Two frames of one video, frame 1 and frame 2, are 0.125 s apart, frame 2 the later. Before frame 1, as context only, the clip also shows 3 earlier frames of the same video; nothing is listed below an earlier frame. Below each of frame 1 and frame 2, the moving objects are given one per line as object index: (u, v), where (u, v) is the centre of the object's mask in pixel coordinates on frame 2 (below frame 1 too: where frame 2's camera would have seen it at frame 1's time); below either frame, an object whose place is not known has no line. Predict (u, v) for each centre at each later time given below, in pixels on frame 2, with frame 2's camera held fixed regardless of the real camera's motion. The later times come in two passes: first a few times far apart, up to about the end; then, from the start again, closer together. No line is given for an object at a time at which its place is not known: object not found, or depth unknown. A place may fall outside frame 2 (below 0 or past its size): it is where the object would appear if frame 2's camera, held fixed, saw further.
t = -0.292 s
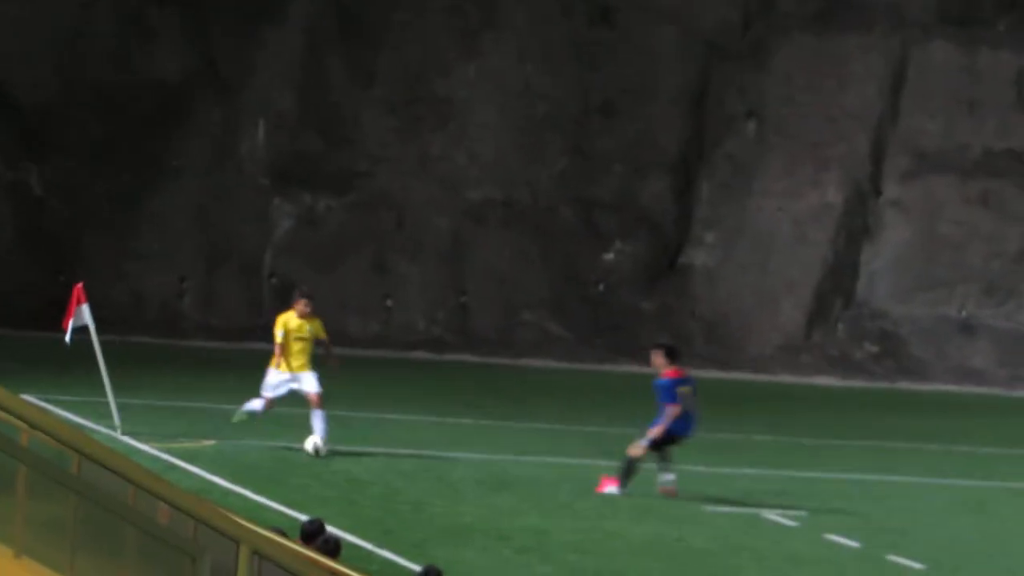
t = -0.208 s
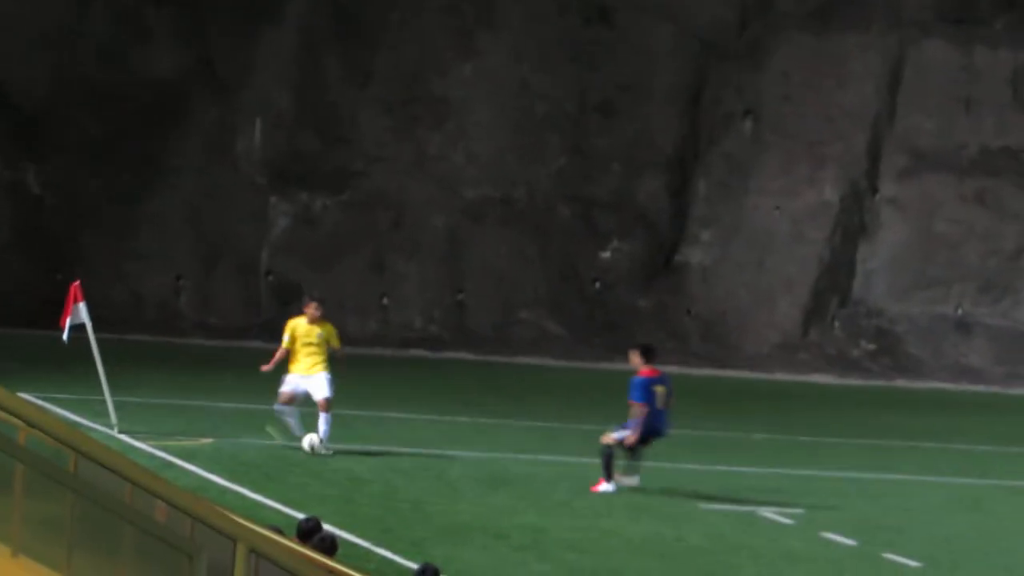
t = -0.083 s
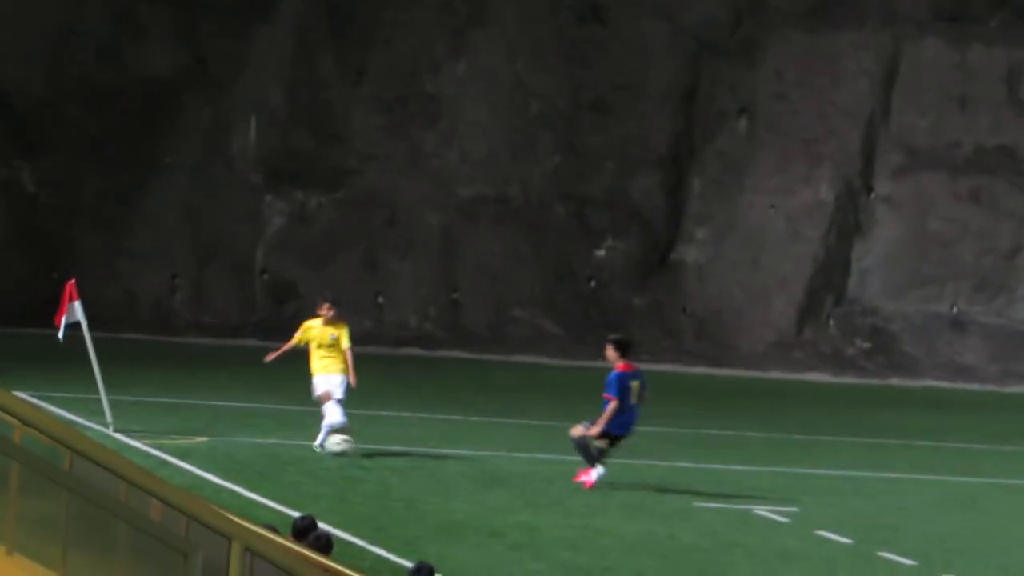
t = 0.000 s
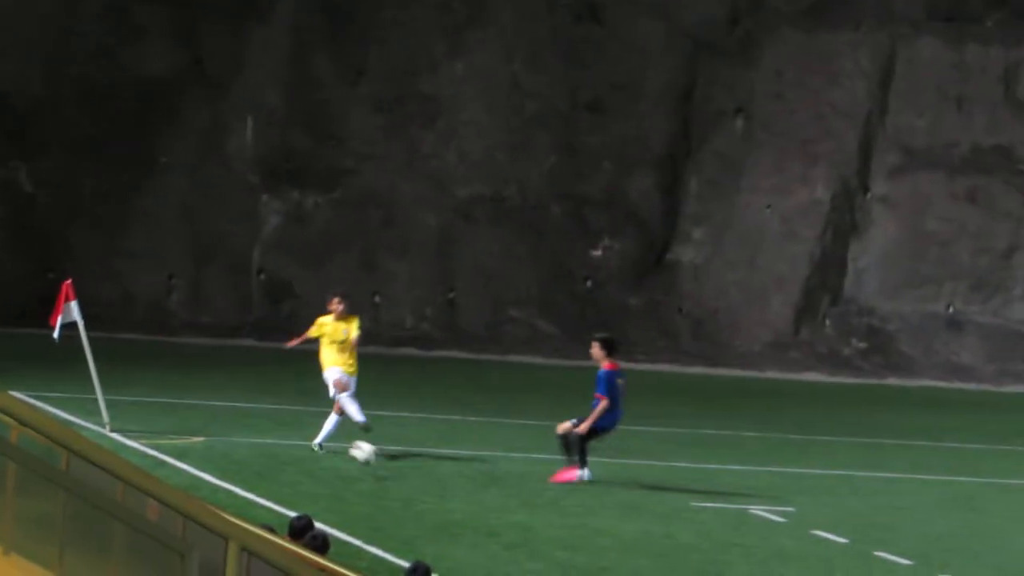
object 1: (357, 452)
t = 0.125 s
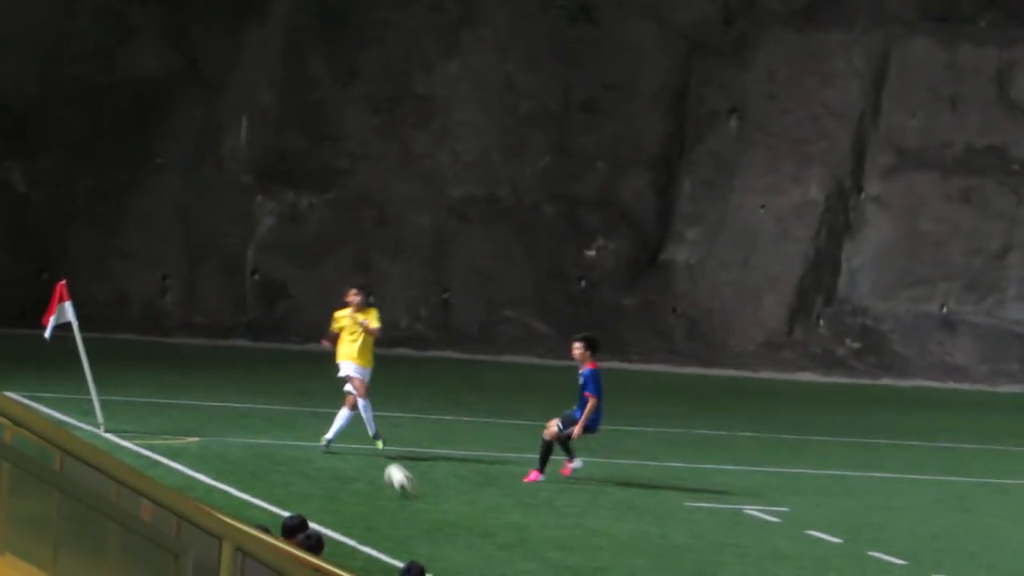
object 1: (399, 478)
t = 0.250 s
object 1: (434, 495)
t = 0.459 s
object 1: (490, 528)
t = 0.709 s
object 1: (546, 559)
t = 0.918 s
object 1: (585, 578)
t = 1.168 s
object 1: (629, 603)
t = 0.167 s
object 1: (411, 489)
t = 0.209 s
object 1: (424, 493)
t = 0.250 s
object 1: (434, 495)
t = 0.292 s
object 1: (446, 499)
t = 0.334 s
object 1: (457, 505)
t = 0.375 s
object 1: (469, 513)
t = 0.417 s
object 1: (479, 522)
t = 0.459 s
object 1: (490, 528)
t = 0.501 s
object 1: (500, 532)
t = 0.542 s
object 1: (509, 538)
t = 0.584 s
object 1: (519, 545)
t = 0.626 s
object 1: (529, 550)
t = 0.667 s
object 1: (537, 554)
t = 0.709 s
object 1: (546, 559)
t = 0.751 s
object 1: (554, 563)
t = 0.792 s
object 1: (561, 567)
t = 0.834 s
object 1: (570, 571)
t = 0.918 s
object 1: (585, 578)
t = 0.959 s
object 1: (593, 582)
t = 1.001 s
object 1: (600, 585)
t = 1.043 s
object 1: (608, 588)
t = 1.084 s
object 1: (615, 593)
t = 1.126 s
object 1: (622, 600)
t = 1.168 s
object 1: (629, 603)
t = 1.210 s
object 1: (637, 604)
